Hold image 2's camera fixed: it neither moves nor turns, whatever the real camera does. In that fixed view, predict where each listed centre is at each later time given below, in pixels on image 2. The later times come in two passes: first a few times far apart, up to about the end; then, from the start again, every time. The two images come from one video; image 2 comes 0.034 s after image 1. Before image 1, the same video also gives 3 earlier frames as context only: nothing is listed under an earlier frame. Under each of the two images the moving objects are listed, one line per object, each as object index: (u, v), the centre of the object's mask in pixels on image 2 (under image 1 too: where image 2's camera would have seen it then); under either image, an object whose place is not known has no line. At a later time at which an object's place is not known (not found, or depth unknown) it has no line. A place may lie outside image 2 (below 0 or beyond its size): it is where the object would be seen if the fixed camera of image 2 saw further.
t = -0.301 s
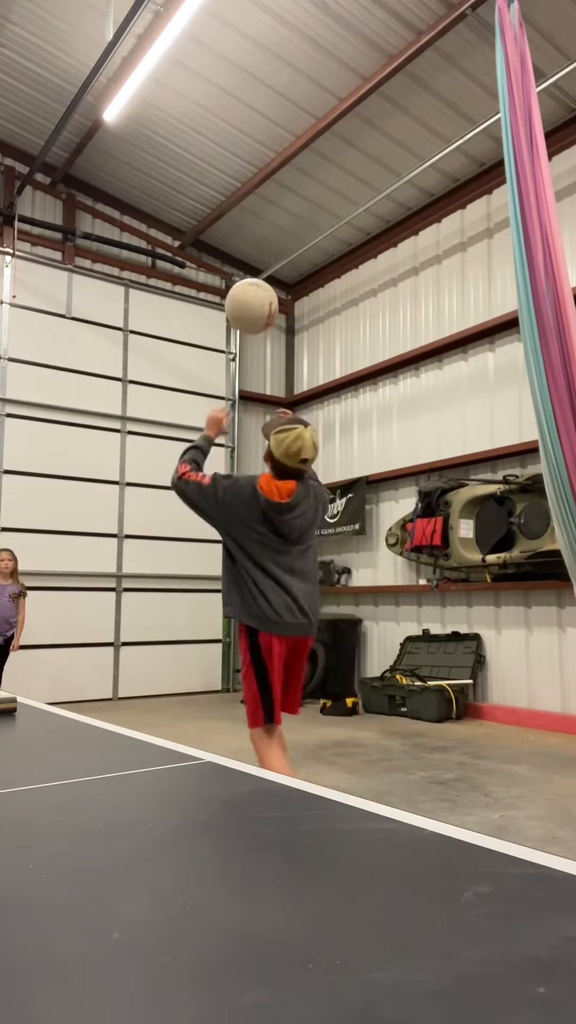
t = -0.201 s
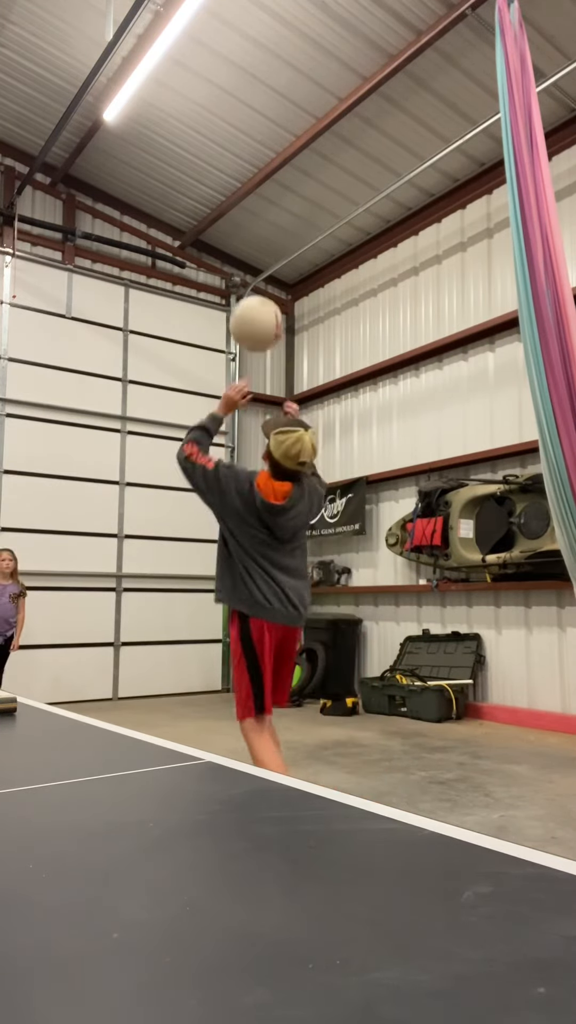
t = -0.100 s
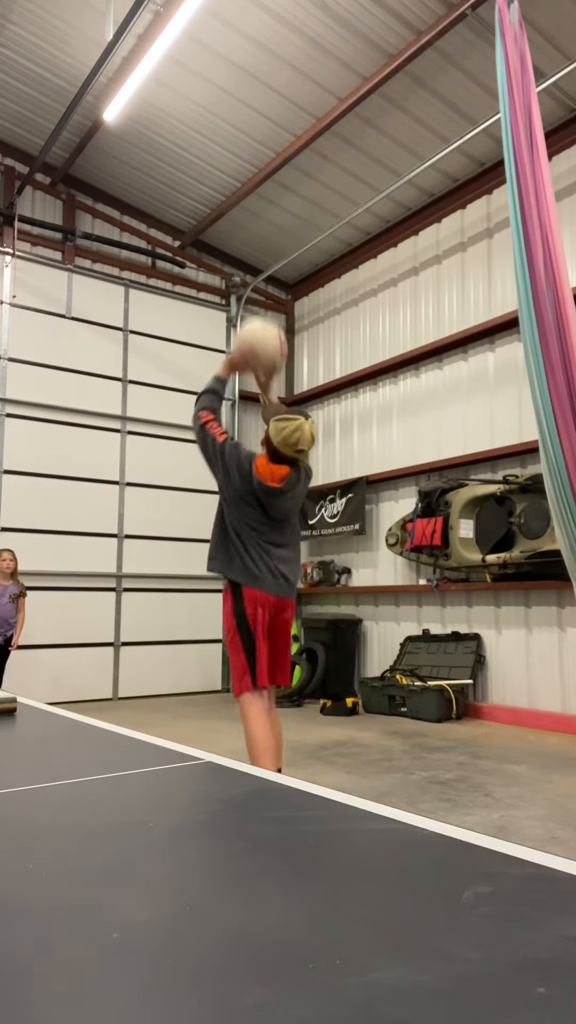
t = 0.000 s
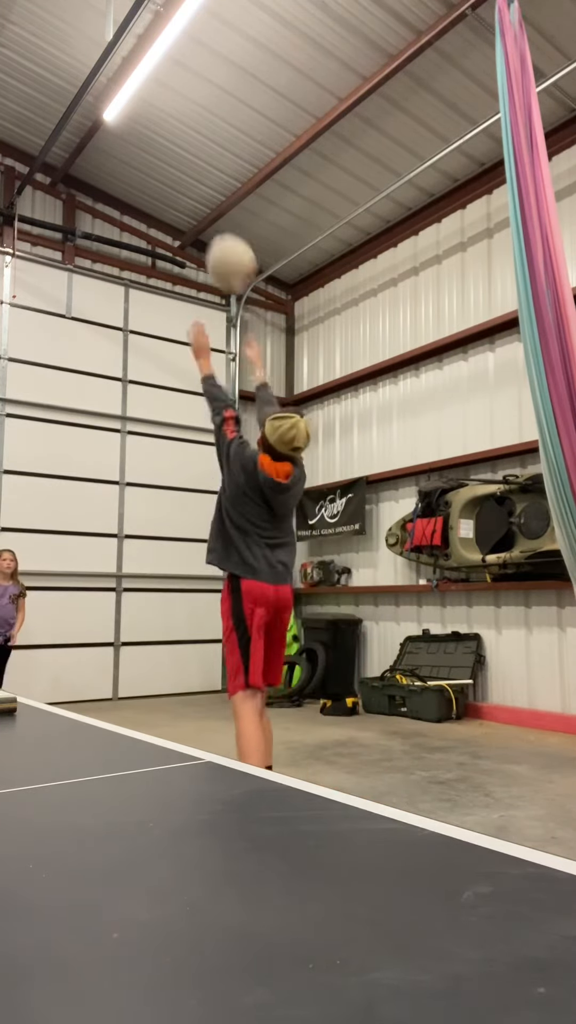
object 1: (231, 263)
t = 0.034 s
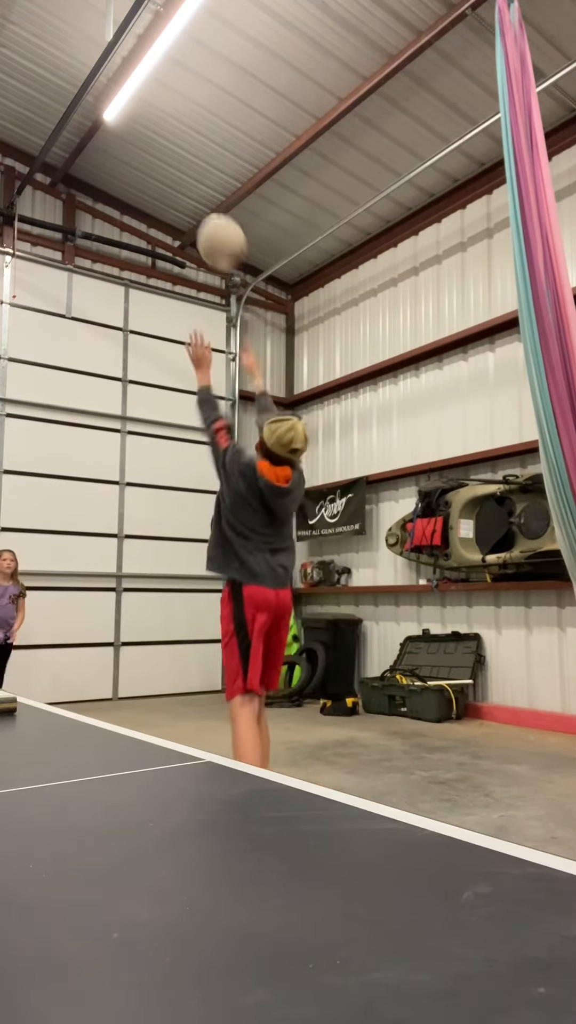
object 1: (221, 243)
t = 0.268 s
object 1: (164, 179)
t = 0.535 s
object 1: (115, 229)
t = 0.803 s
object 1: (76, 365)
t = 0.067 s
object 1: (211, 224)
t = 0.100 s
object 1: (203, 210)
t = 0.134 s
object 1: (195, 200)
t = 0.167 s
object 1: (186, 190)
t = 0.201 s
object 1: (178, 184)
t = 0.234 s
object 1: (171, 181)
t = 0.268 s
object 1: (164, 179)
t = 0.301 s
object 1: (157, 179)
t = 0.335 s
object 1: (151, 182)
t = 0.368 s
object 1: (144, 187)
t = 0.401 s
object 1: (138, 192)
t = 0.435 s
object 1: (133, 199)
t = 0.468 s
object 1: (126, 208)
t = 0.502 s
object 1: (121, 217)
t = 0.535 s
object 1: (115, 229)
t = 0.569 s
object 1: (110, 243)
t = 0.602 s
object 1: (105, 256)
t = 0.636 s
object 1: (100, 270)
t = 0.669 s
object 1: (95, 287)
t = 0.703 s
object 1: (90, 307)
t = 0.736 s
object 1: (85, 325)
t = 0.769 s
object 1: (80, 345)
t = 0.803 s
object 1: (76, 365)
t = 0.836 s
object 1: (71, 386)
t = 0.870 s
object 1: (67, 410)
